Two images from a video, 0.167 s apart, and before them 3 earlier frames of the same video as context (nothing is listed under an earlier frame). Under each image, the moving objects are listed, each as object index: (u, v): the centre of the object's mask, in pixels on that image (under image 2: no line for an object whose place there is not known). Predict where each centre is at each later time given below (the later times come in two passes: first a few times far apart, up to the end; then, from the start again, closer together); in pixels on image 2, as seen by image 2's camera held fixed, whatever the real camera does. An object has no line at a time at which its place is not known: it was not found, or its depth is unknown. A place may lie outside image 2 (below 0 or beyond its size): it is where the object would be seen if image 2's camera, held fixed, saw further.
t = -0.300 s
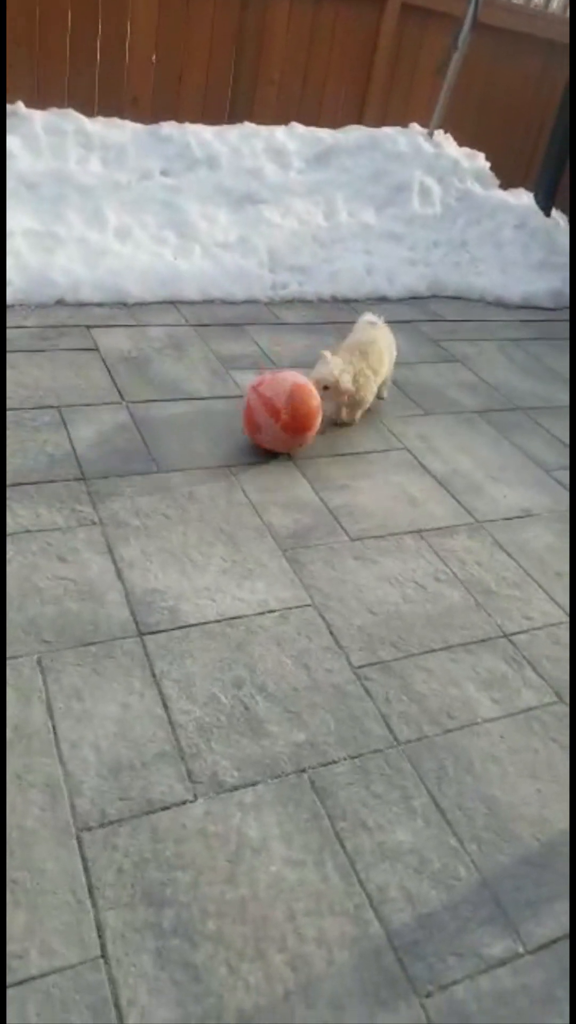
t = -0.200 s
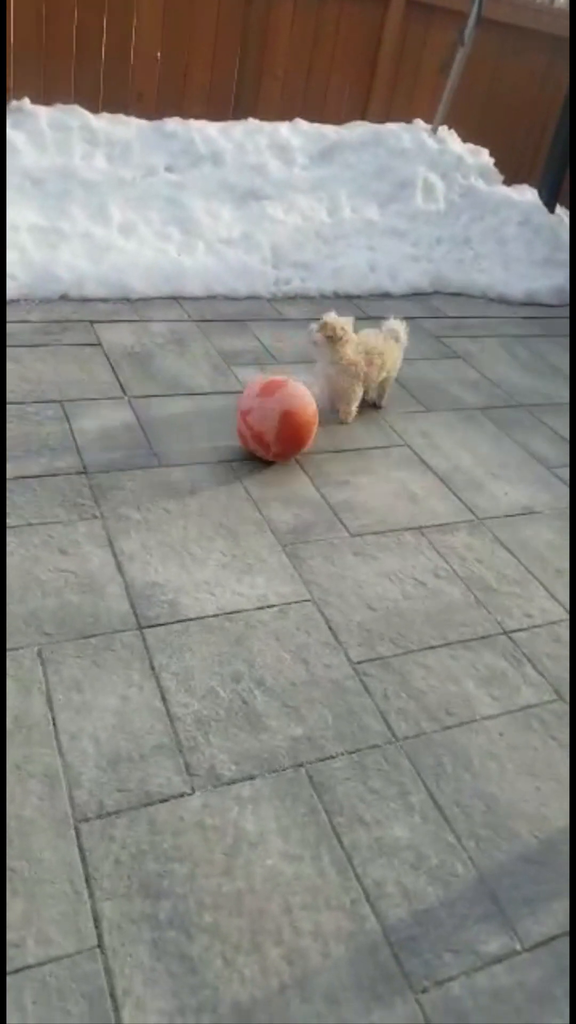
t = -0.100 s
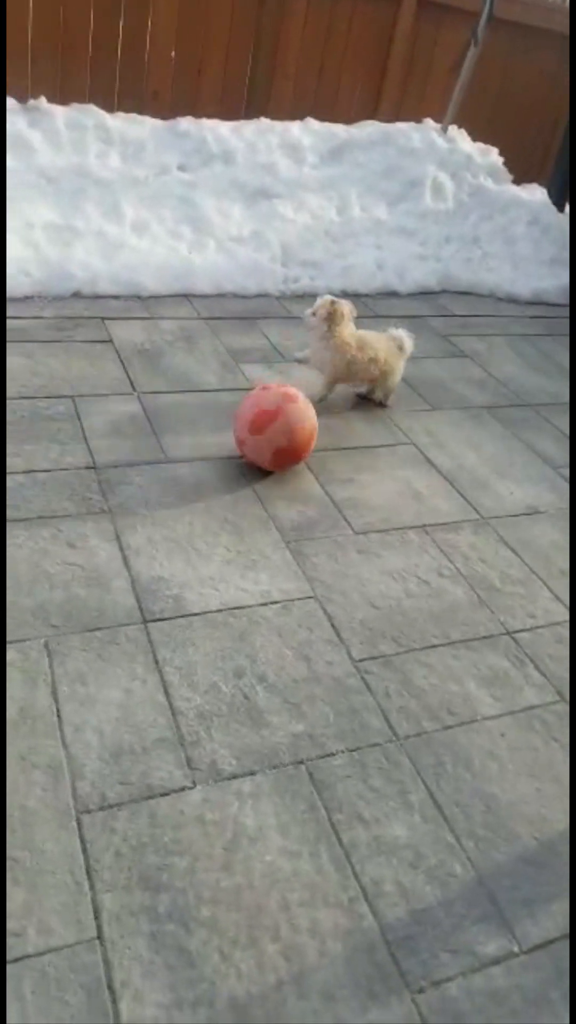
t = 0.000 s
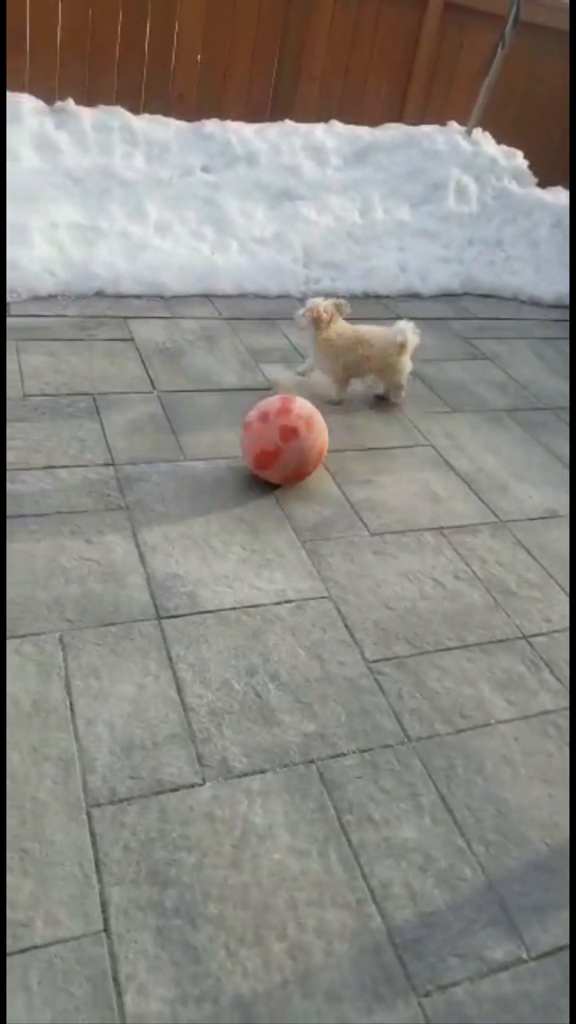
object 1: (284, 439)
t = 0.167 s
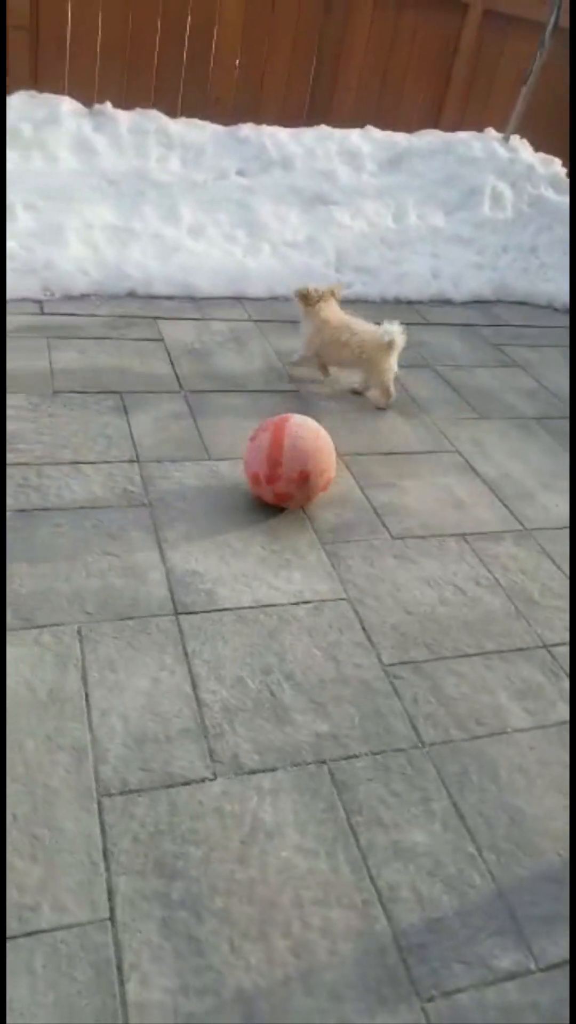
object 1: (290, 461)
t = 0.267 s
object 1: (277, 473)
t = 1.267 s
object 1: (43, 637)
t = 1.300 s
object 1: (30, 645)
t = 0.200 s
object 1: (286, 465)
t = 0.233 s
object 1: (282, 469)
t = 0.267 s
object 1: (277, 473)
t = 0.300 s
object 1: (273, 477)
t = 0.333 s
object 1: (269, 482)
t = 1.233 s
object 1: (55, 630)
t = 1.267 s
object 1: (43, 637)
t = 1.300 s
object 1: (30, 645)
